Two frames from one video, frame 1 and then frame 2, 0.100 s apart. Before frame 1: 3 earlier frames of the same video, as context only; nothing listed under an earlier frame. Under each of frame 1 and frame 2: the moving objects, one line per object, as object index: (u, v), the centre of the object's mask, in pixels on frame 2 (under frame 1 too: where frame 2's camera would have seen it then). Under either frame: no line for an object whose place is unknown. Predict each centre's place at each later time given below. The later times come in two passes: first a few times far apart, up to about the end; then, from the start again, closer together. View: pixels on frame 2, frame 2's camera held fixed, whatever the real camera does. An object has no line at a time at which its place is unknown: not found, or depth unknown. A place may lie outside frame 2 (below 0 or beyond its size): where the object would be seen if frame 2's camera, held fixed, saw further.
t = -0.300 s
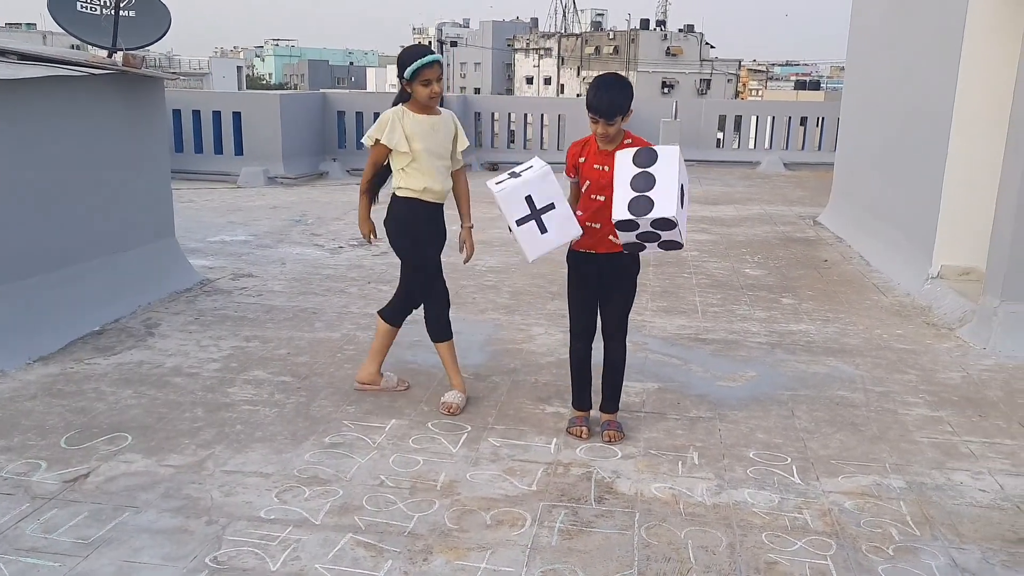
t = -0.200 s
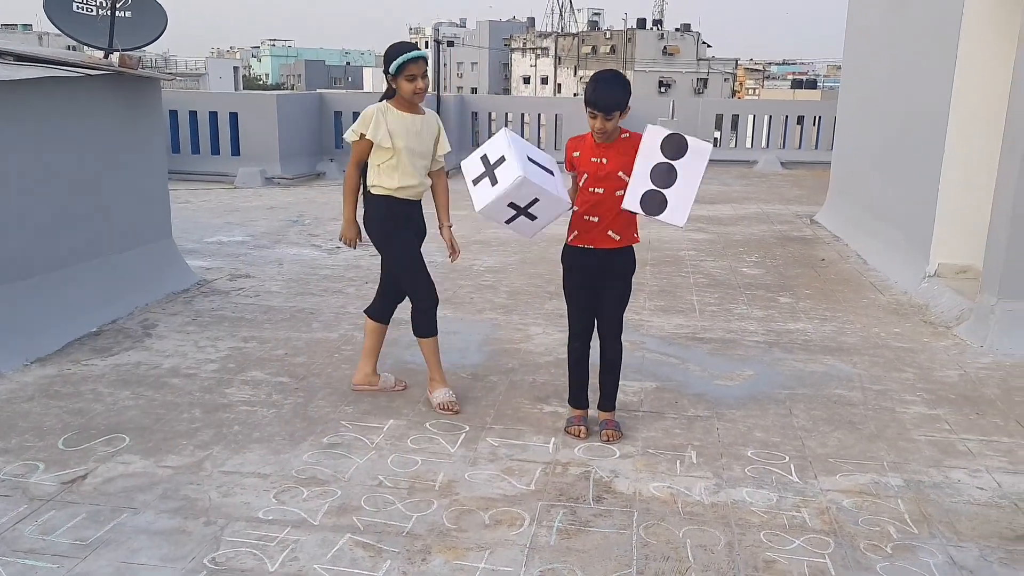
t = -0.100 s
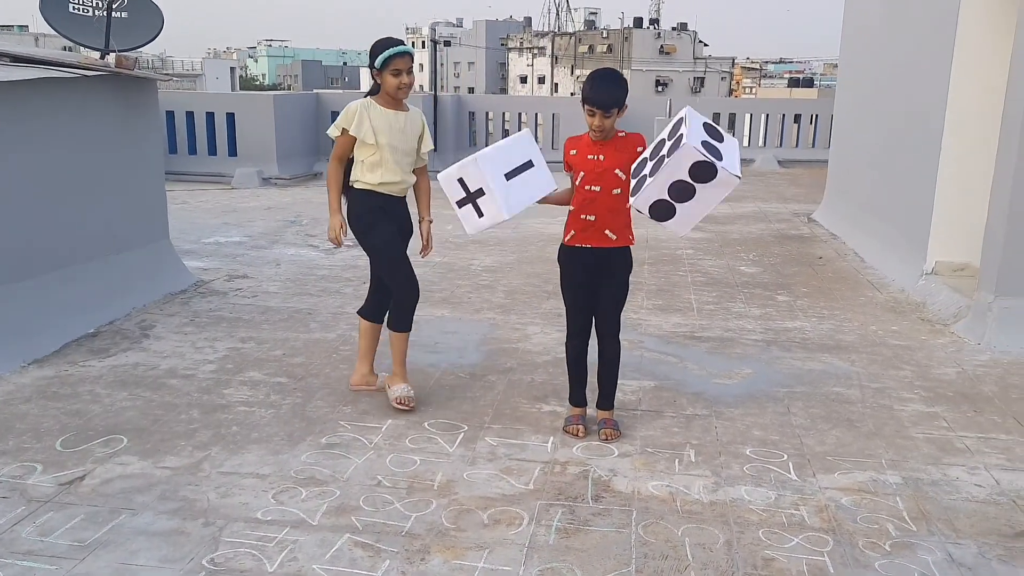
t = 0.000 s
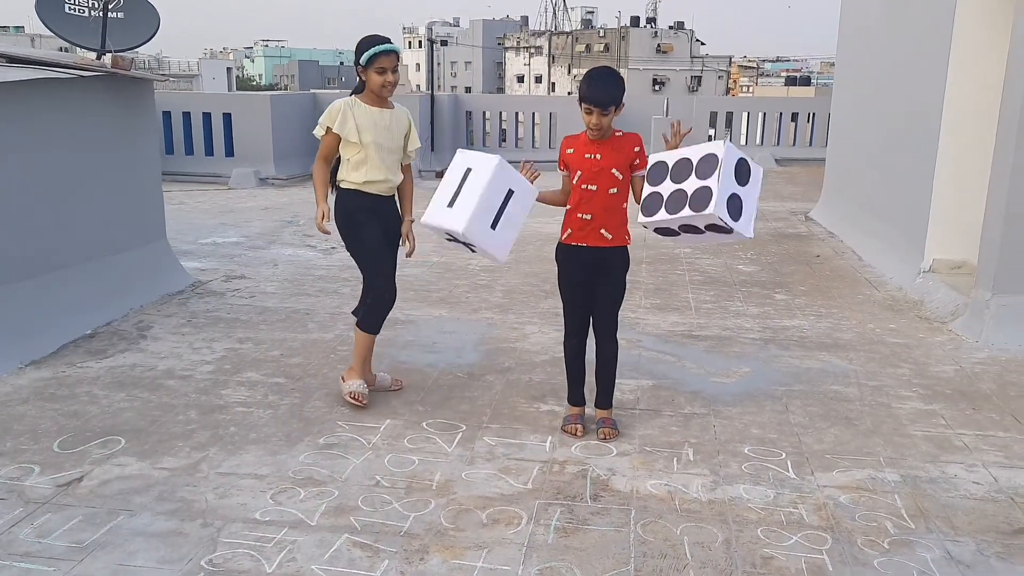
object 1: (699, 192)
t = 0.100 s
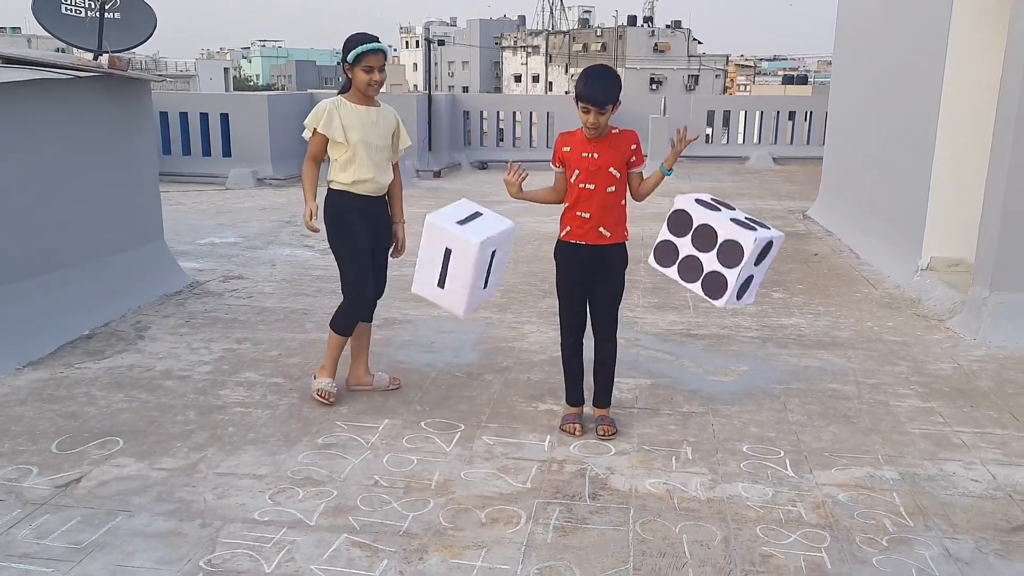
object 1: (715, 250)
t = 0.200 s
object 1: (735, 334)
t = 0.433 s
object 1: (749, 450)
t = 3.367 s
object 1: (667, 484)
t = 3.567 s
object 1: (667, 484)
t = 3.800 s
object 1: (667, 484)
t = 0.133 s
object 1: (721, 274)
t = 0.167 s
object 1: (727, 302)
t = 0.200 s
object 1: (735, 334)
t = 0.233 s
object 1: (740, 368)
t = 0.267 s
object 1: (746, 405)
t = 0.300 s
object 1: (751, 444)
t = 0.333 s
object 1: (756, 479)
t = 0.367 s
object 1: (754, 467)
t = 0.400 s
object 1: (751, 457)
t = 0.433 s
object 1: (749, 450)
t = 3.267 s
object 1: (667, 484)
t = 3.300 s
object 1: (667, 483)
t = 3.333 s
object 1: (667, 483)
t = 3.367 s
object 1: (667, 484)
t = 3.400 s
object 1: (667, 484)
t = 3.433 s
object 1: (667, 484)
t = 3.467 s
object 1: (667, 484)
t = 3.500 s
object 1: (667, 484)
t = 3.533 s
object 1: (667, 484)
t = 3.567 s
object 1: (667, 484)
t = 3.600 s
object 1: (667, 484)
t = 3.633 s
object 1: (667, 484)
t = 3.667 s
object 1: (667, 484)
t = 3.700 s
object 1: (667, 484)
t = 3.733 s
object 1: (667, 484)
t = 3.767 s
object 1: (666, 484)
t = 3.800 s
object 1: (667, 484)
